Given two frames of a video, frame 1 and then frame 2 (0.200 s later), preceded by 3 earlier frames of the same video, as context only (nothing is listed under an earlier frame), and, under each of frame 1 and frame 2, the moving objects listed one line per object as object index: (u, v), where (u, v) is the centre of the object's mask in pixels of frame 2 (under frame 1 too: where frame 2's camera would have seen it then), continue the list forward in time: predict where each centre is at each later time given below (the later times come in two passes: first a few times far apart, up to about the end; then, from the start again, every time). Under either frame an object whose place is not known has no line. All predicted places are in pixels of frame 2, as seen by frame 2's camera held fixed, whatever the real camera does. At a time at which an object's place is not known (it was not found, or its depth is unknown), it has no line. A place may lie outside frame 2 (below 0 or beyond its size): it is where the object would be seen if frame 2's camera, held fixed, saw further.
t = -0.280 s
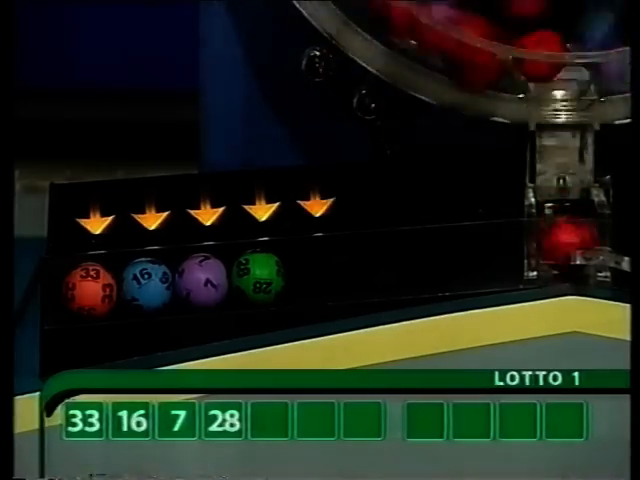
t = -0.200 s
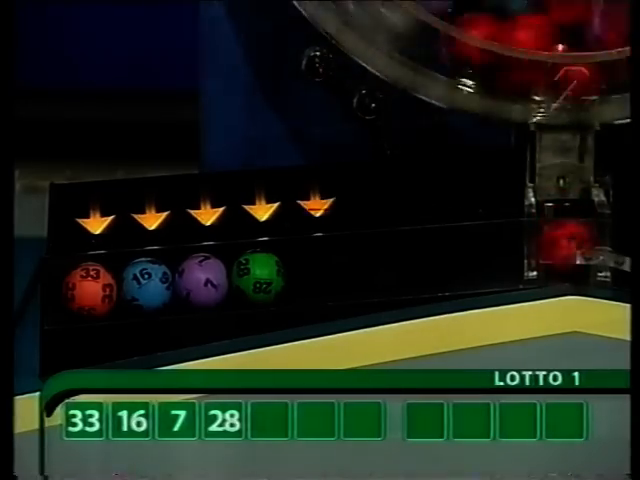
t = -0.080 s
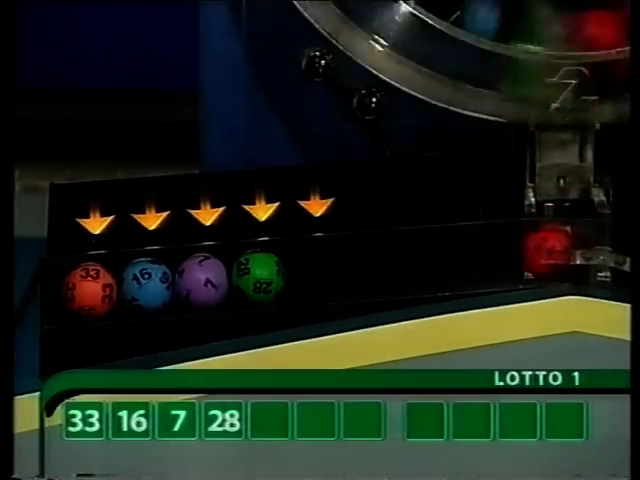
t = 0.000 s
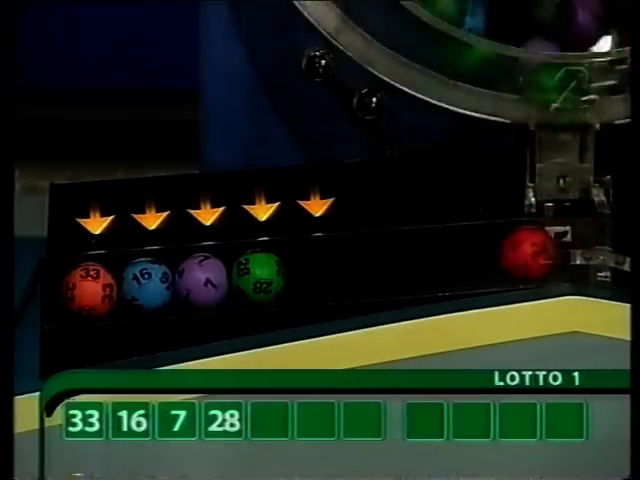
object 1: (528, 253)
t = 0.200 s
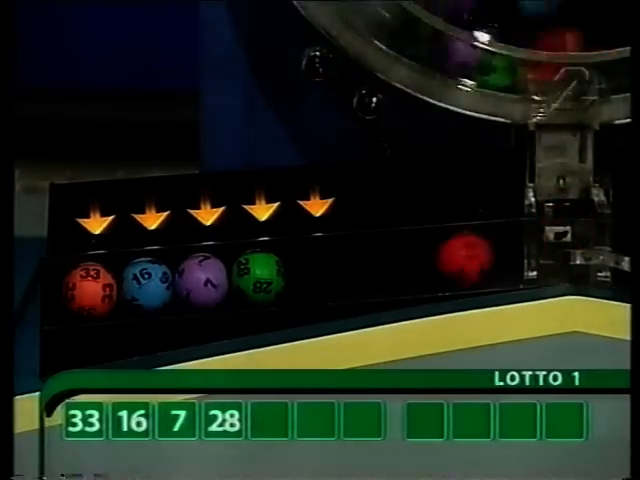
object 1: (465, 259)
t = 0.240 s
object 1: (450, 259)
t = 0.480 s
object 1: (337, 269)
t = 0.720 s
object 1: (315, 270)
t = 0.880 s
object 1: (315, 270)
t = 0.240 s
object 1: (450, 259)
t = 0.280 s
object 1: (434, 260)
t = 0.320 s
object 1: (416, 262)
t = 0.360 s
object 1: (397, 263)
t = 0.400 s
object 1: (379, 265)
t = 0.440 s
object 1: (359, 267)
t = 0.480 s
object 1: (337, 269)
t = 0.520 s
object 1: (318, 270)
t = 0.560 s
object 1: (315, 270)
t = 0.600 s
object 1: (315, 269)
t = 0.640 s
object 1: (315, 270)
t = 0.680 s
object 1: (315, 270)
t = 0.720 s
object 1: (315, 270)
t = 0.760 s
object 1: (315, 270)
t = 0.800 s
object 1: (315, 271)
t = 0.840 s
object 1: (315, 270)
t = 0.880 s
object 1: (315, 270)
